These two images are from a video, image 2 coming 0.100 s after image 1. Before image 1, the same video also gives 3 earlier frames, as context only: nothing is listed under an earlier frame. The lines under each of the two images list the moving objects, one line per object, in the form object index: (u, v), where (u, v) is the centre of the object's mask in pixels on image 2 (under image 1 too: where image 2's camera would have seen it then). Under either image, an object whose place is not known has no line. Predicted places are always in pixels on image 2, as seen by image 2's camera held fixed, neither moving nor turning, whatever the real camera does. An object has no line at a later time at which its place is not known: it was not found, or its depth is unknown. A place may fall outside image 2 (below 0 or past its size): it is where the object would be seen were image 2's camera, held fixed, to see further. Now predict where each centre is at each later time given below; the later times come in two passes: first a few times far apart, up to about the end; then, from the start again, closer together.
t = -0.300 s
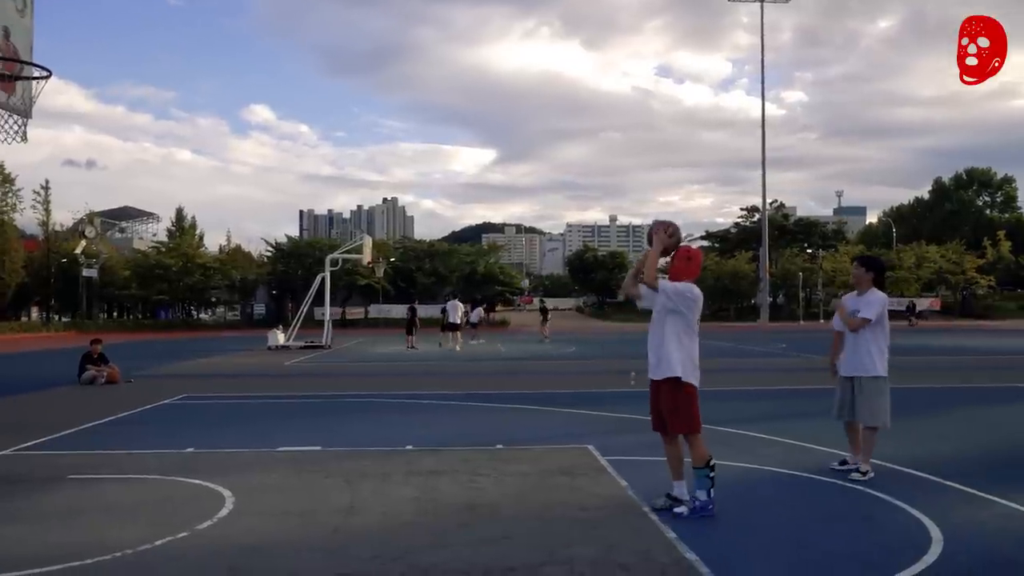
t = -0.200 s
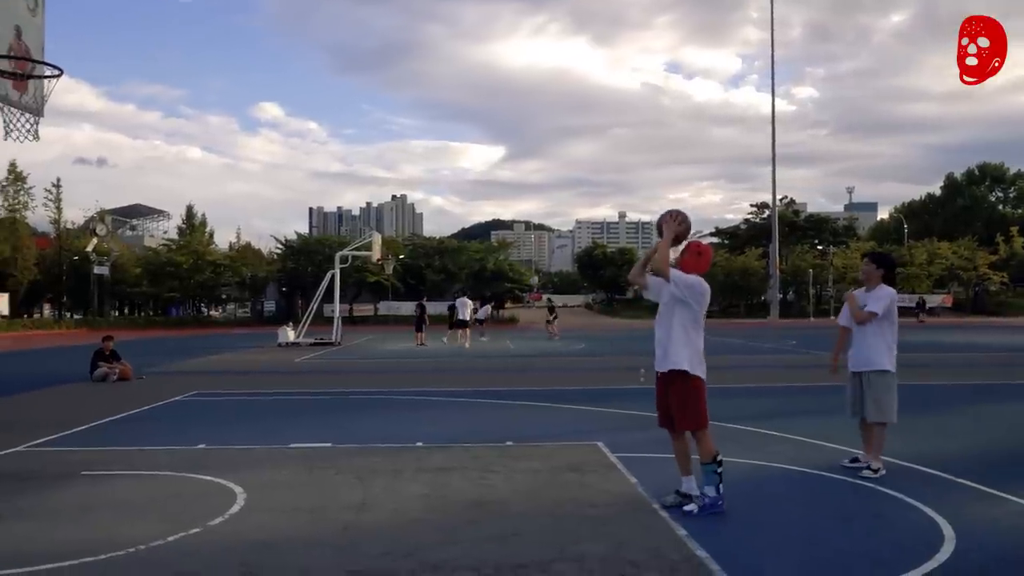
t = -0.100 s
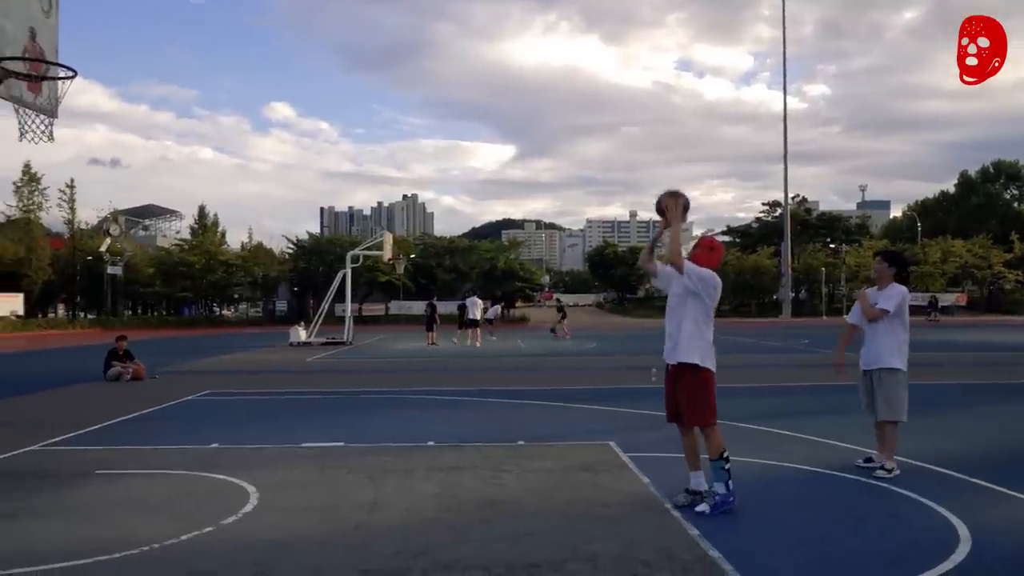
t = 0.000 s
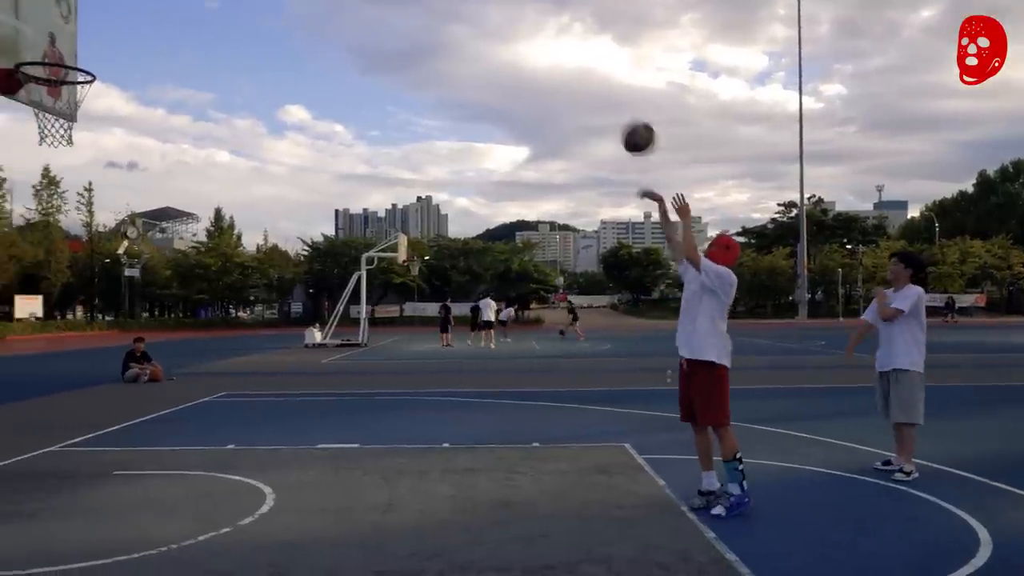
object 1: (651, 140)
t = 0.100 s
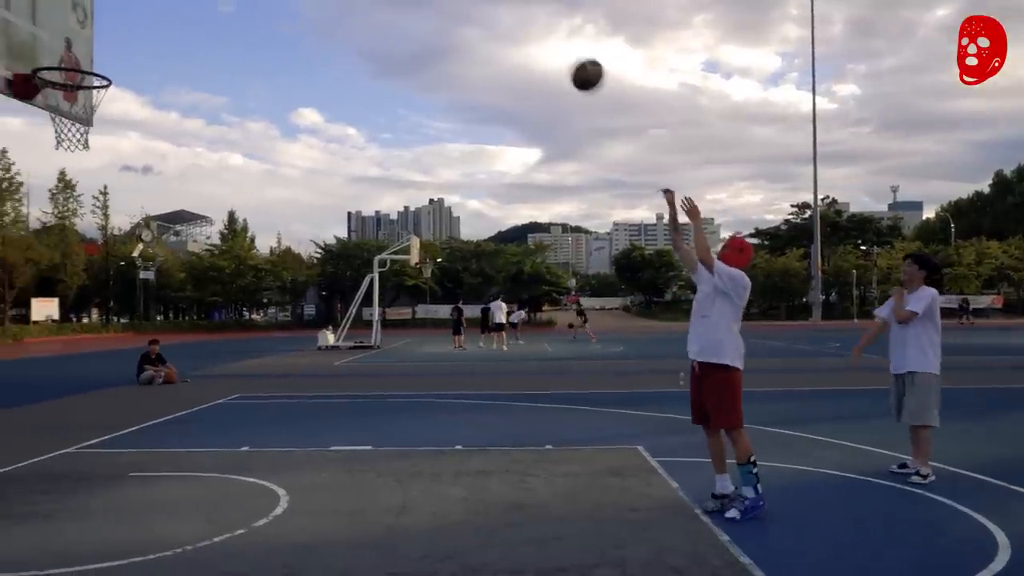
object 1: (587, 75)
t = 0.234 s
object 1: (502, 9)
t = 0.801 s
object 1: (156, 4)
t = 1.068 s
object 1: (69, 137)
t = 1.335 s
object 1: (103, 304)
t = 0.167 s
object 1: (544, 38)
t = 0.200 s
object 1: (523, 22)
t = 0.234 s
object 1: (502, 9)
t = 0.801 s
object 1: (156, 4)
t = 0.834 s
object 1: (137, 18)
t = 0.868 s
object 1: (117, 33)
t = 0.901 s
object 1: (98, 50)
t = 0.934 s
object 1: (78, 68)
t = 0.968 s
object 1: (60, 87)
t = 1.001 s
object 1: (63, 103)
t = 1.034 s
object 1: (65, 124)
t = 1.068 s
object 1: (69, 137)
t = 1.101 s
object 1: (73, 152)
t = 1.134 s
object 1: (77, 169)
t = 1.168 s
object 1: (81, 187)
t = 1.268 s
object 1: (97, 259)
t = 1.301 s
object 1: (100, 276)
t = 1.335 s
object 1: (103, 304)
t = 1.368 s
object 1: (101, 336)
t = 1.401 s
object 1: (103, 367)
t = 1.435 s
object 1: (110, 401)
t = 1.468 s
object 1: (111, 435)
